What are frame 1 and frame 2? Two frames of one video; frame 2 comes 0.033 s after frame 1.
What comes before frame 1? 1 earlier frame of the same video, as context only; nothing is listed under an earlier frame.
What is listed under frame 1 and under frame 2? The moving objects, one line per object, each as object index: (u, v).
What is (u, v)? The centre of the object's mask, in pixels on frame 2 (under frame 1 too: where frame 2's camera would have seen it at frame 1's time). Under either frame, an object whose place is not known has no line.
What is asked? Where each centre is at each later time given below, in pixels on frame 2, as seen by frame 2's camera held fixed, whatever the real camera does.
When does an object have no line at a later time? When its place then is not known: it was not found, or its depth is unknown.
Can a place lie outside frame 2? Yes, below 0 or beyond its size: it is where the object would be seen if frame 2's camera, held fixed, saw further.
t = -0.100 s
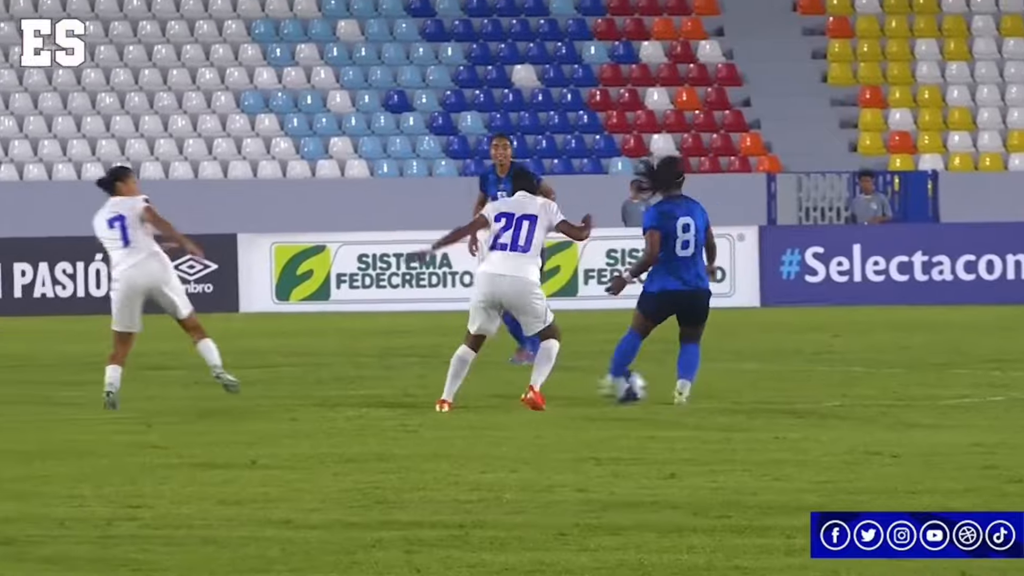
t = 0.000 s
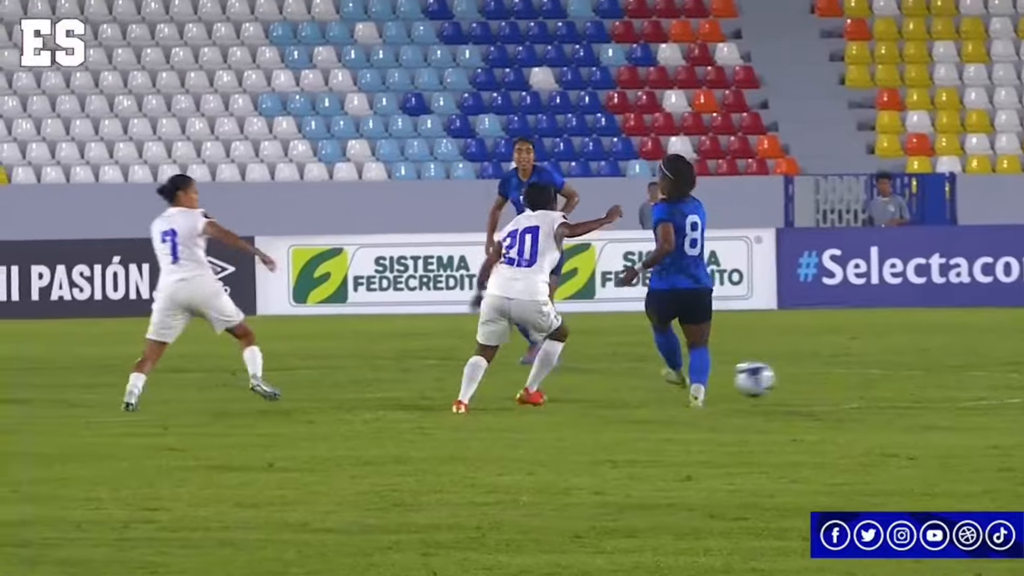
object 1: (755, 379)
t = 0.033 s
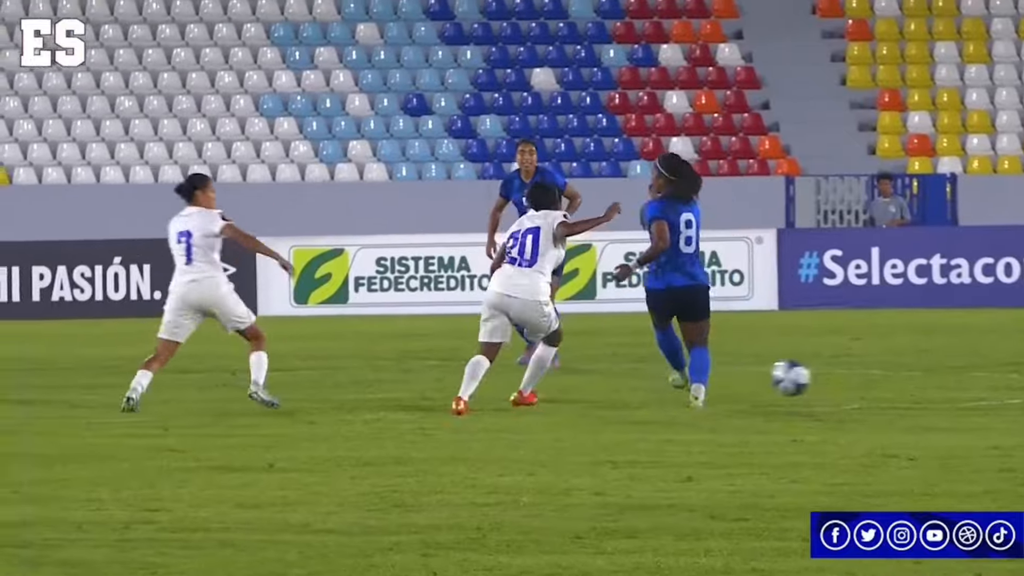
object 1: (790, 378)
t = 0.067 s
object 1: (826, 378)
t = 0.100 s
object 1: (859, 379)
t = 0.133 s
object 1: (894, 382)
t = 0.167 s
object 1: (926, 381)
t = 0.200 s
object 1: (956, 379)
